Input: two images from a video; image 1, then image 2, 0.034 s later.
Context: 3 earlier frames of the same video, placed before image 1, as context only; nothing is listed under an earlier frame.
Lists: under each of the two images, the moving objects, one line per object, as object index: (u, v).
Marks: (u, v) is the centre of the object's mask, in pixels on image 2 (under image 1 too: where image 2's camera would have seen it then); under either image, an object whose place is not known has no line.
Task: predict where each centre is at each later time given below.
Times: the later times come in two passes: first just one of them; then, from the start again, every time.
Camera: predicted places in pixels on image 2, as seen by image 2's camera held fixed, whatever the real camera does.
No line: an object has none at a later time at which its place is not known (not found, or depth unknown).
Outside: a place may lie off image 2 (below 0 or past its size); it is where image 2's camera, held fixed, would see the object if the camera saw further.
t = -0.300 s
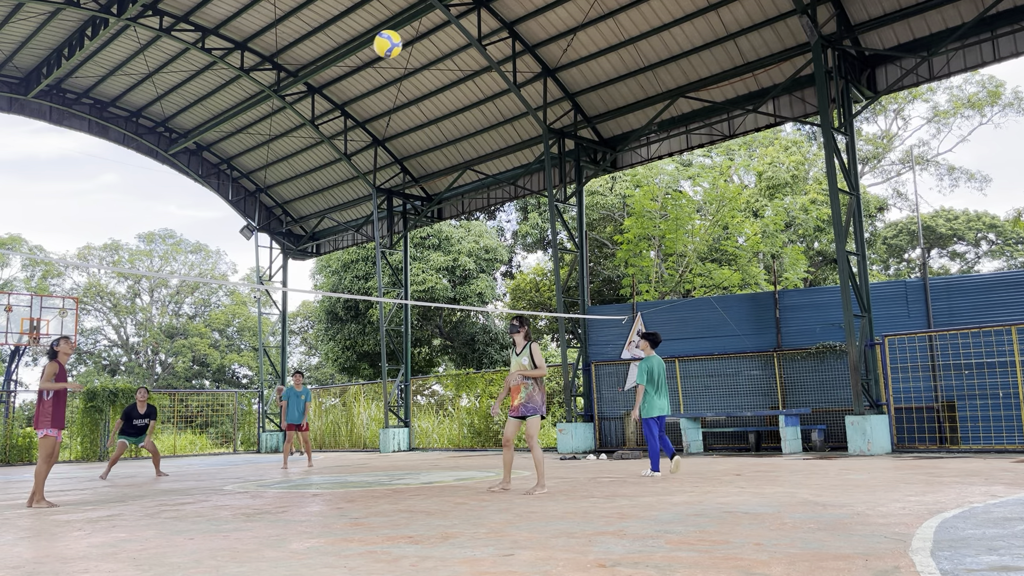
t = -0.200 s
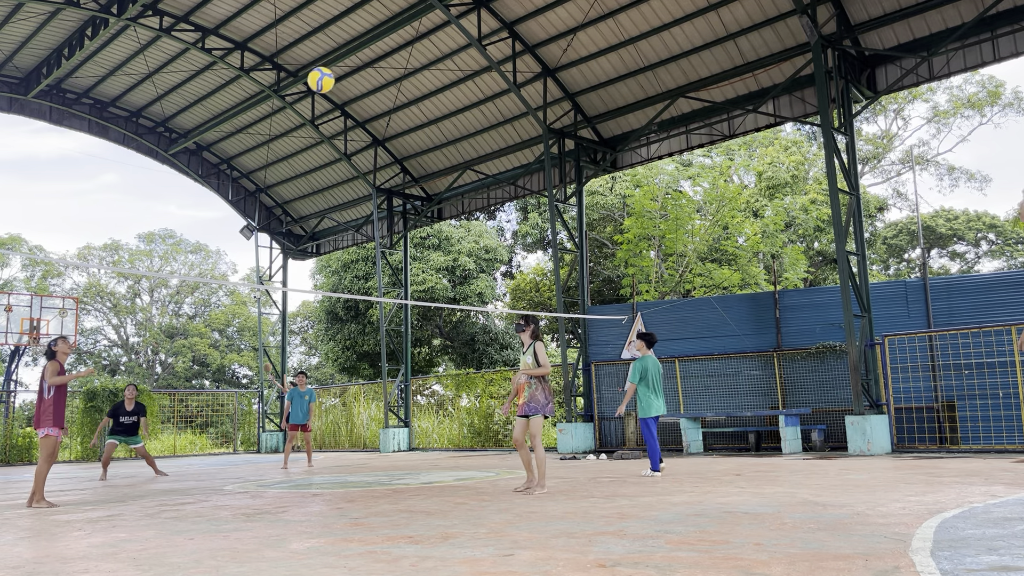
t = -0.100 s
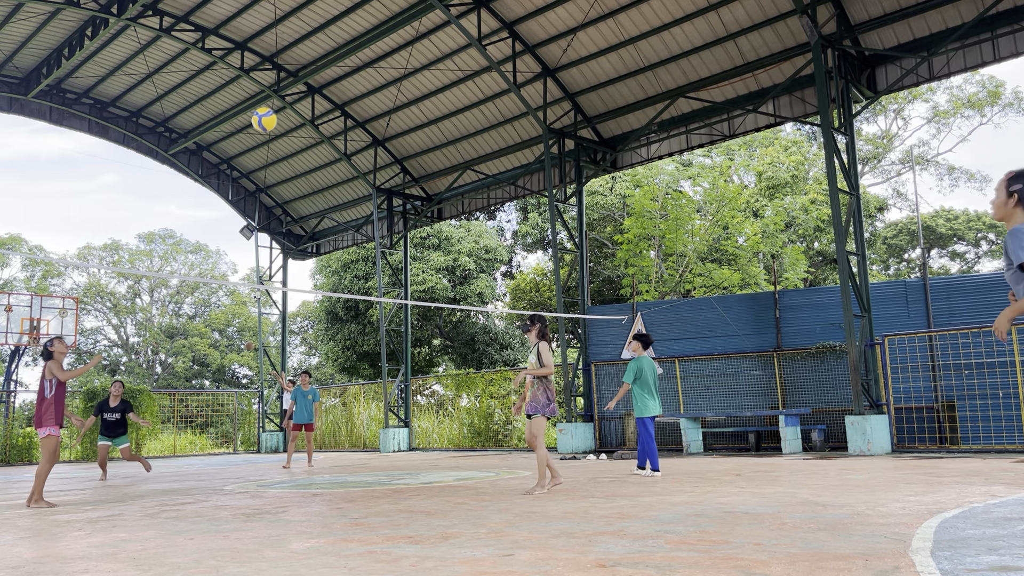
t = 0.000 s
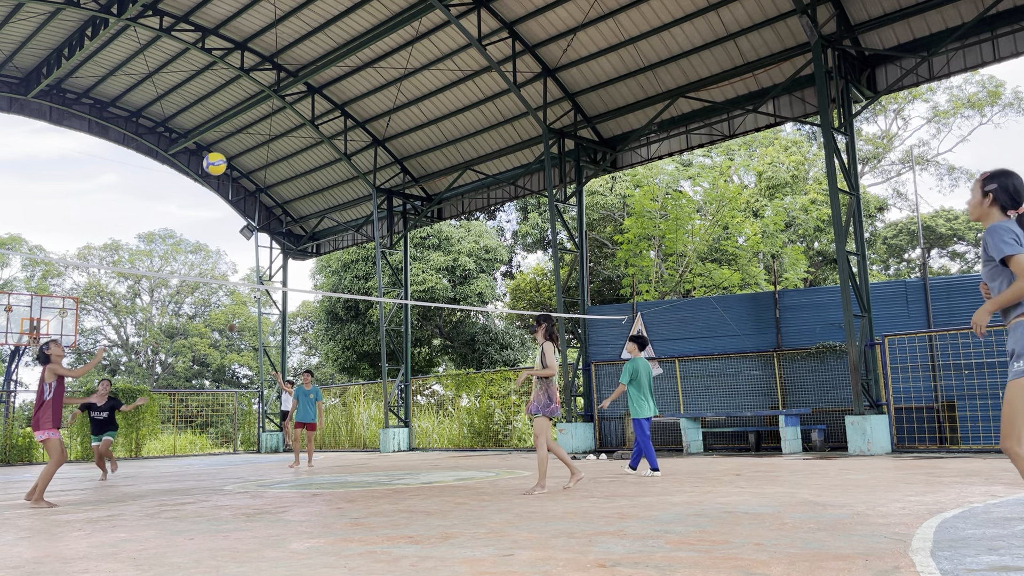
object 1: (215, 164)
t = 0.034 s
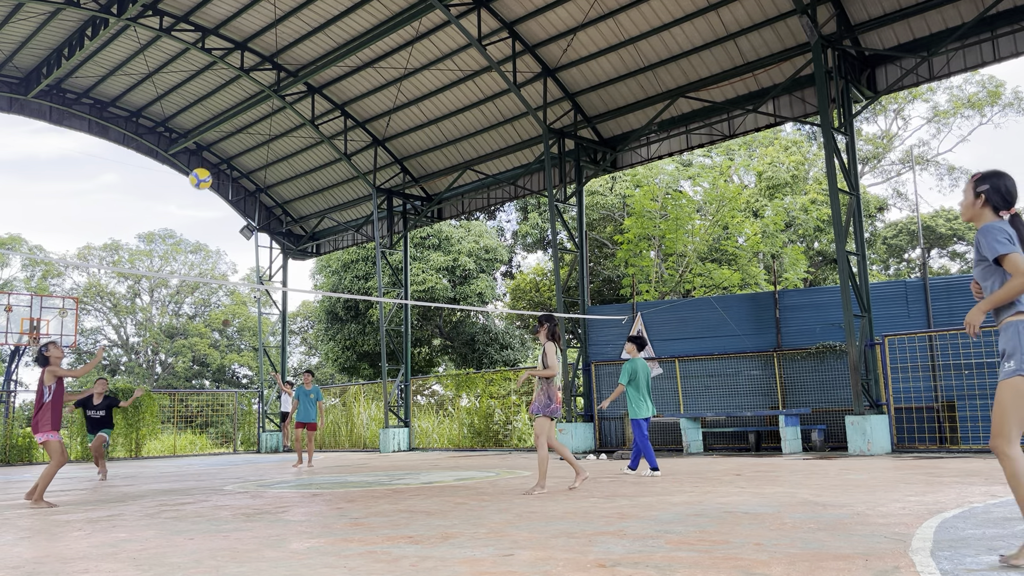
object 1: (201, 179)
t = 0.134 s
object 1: (158, 228)
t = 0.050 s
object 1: (193, 187)
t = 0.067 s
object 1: (186, 195)
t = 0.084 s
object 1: (178, 203)
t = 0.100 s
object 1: (172, 211)
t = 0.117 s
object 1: (165, 219)
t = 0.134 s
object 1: (158, 228)
